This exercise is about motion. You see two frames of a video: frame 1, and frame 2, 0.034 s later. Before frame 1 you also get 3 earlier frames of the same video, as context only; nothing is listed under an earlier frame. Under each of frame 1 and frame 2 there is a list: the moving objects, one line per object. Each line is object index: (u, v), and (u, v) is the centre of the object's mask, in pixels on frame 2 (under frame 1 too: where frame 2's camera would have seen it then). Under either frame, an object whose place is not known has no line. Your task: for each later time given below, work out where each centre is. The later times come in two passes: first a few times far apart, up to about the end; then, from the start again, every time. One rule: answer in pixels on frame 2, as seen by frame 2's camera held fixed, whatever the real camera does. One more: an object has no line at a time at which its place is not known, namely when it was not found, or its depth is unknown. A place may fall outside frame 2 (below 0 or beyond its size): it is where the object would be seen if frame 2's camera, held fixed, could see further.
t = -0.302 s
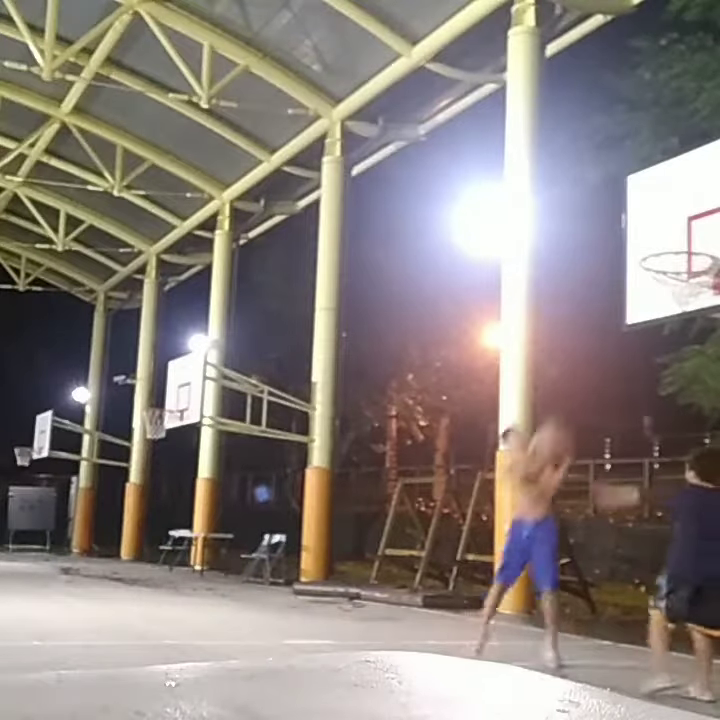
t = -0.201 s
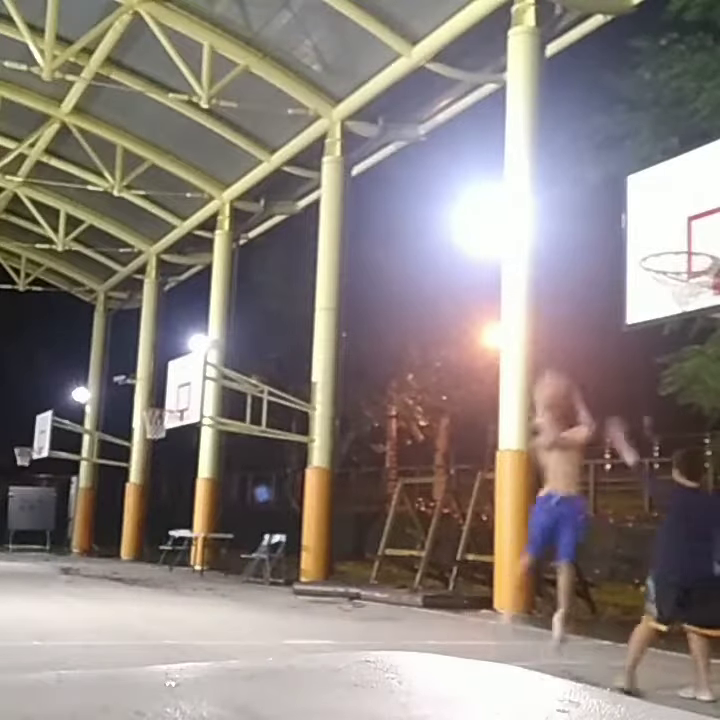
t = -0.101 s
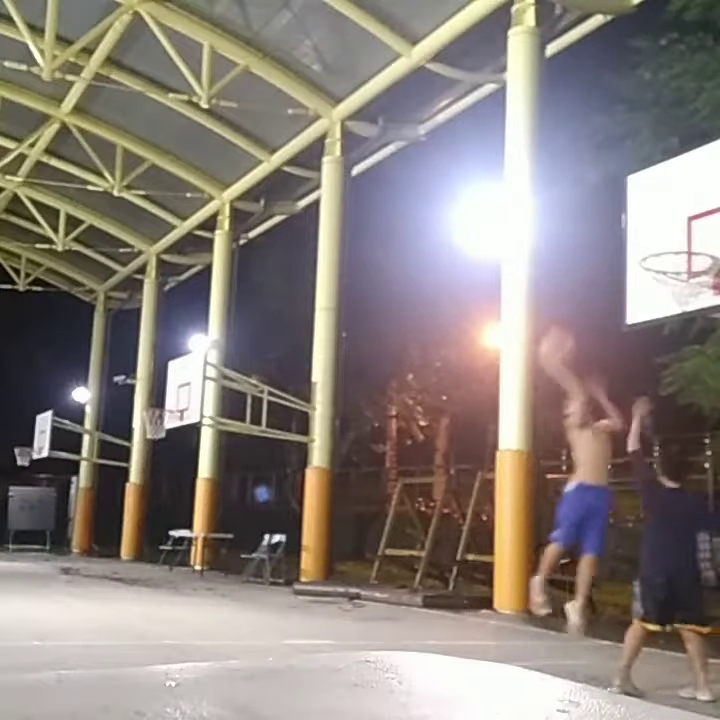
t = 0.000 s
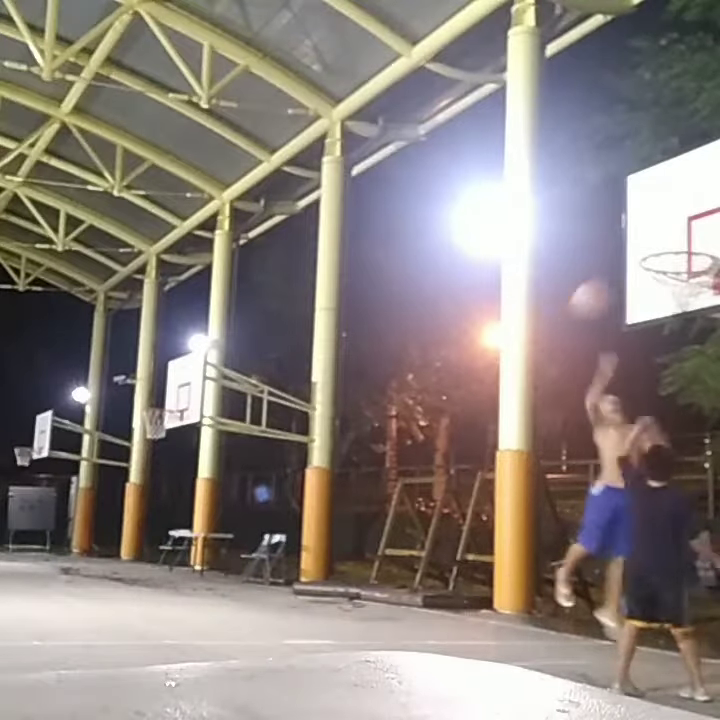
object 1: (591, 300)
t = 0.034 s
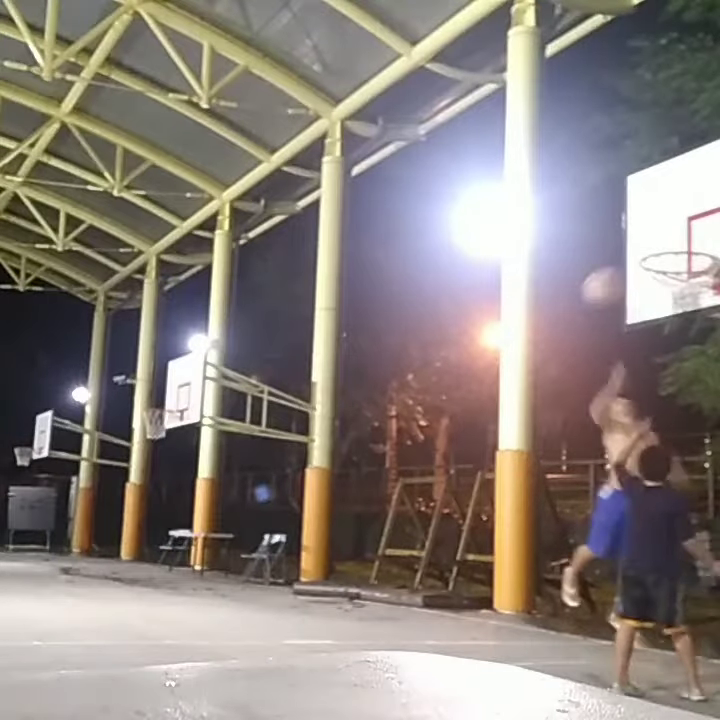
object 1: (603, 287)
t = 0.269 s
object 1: (694, 237)
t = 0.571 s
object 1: (669, 286)
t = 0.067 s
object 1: (612, 277)
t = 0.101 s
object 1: (626, 266)
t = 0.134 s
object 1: (639, 256)
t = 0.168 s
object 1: (654, 248)
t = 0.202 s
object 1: (667, 243)
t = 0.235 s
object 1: (683, 239)
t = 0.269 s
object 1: (694, 237)
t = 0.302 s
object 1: (695, 238)
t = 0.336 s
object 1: (694, 239)
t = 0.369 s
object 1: (694, 244)
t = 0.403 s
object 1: (694, 250)
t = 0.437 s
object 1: (695, 258)
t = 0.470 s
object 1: (695, 268)
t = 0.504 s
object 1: (686, 274)
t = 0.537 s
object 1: (677, 280)
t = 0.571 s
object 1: (669, 286)
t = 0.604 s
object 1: (662, 293)
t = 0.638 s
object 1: (656, 299)
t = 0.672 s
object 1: (647, 308)
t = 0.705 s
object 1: (637, 320)
